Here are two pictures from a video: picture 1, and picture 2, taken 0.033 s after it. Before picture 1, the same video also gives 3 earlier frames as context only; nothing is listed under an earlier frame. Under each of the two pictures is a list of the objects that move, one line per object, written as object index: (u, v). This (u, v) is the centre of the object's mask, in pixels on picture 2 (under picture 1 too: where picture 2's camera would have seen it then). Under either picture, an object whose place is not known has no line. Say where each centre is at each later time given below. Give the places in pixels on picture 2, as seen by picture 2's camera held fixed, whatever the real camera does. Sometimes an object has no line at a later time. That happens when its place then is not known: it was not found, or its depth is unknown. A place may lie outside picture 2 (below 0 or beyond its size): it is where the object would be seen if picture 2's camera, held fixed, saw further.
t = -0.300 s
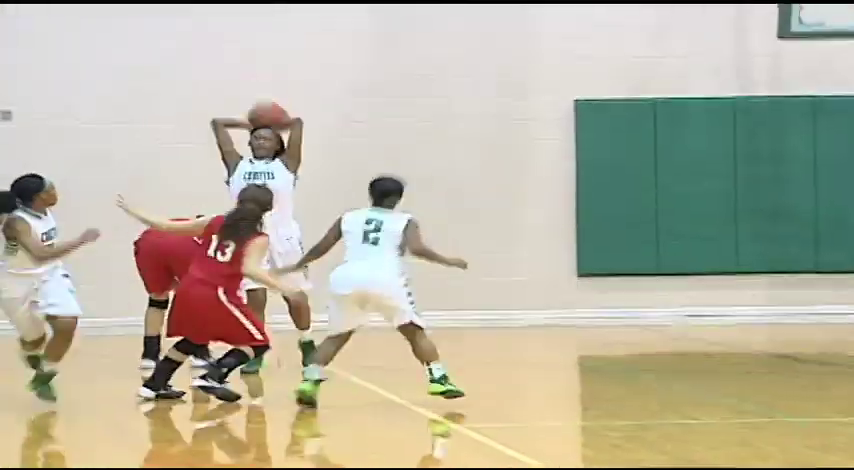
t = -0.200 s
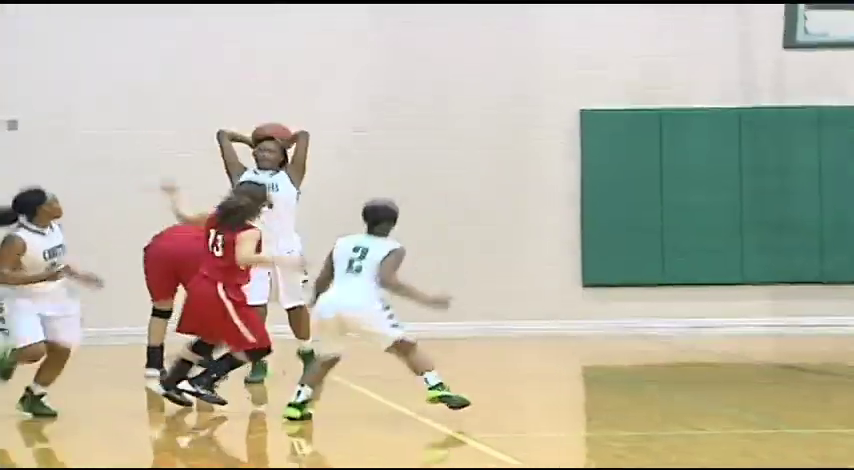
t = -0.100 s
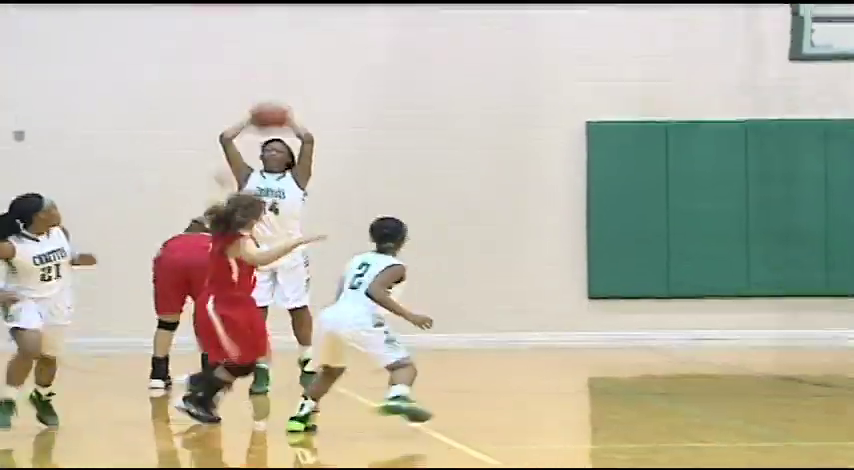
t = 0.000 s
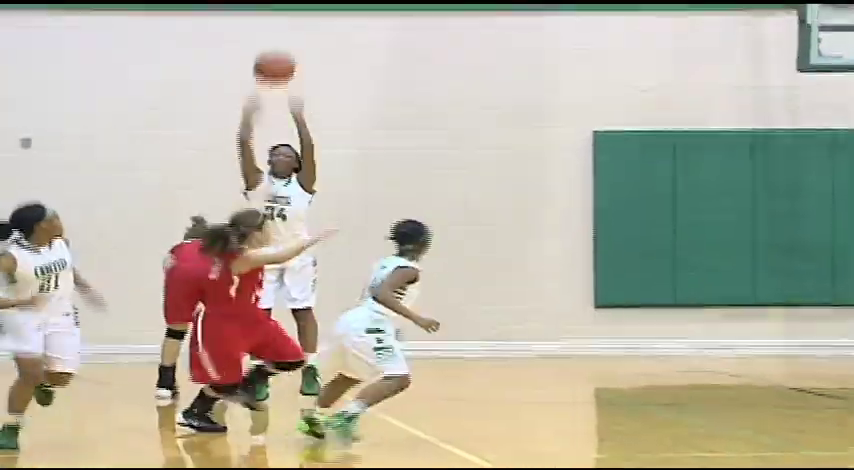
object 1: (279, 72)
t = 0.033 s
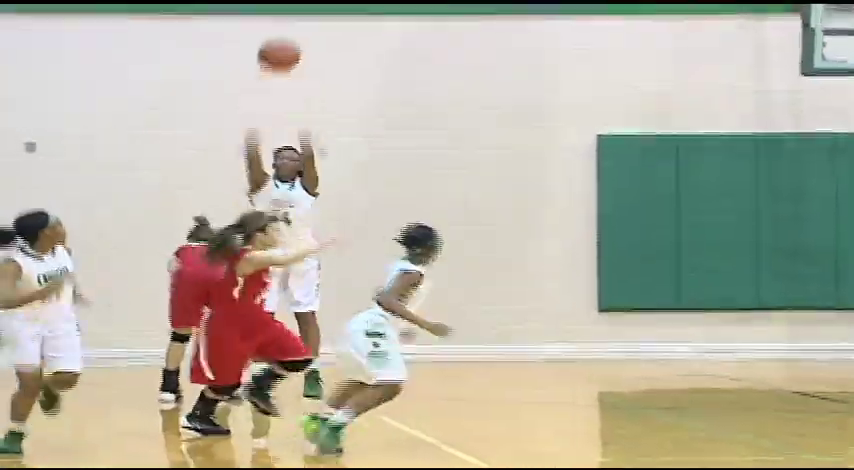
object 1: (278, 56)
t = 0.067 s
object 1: (279, 40)
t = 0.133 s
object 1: (283, 13)
